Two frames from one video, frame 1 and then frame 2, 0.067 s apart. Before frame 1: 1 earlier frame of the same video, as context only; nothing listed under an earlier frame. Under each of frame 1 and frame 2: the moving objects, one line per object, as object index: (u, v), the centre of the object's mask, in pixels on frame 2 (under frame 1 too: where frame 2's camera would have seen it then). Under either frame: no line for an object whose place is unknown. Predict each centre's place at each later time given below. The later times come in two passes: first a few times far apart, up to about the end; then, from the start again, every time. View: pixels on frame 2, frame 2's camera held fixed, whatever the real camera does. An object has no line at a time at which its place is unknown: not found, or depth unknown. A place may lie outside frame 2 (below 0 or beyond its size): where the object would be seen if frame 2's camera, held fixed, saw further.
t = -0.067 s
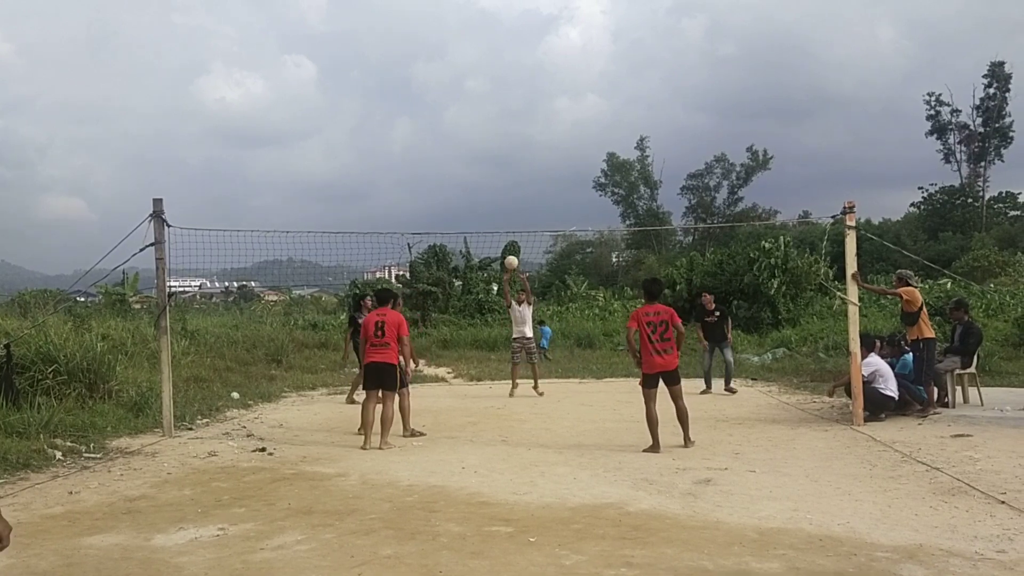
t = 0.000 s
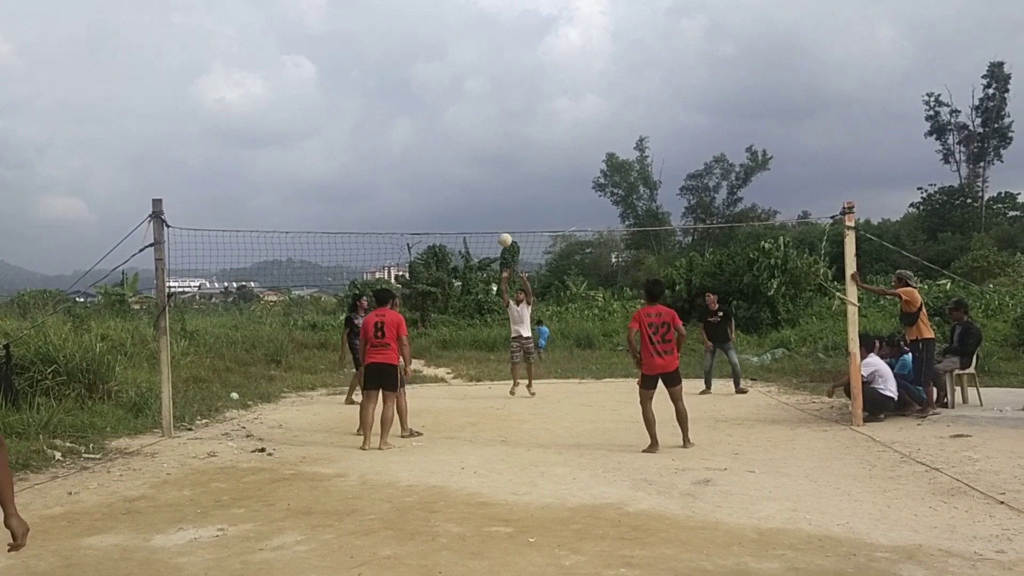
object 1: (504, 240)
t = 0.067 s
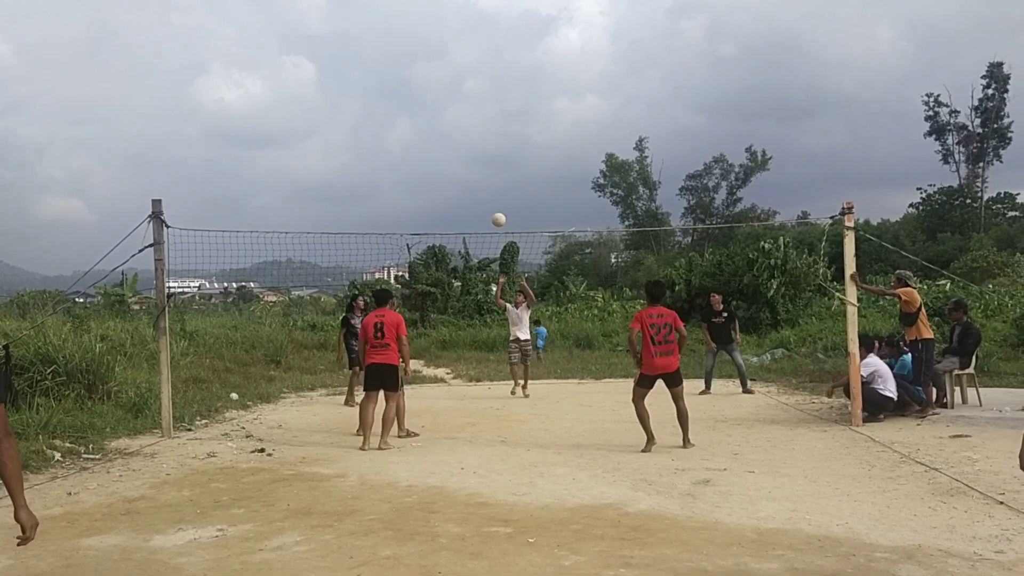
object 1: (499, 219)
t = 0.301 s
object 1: (477, 167)
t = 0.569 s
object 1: (452, 149)
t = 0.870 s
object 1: (421, 191)
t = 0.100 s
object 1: (496, 209)
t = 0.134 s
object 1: (493, 201)
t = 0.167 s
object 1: (489, 193)
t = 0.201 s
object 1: (487, 186)
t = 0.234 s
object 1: (484, 179)
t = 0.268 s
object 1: (481, 173)
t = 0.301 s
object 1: (477, 167)
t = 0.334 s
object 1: (474, 162)
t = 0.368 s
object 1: (471, 158)
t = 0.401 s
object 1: (468, 155)
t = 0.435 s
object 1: (465, 152)
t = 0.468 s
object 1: (462, 150)
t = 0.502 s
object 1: (459, 149)
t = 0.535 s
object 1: (455, 148)
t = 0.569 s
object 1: (452, 149)
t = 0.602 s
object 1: (449, 150)
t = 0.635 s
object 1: (445, 152)
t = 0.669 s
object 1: (442, 155)
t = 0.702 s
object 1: (439, 159)
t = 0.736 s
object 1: (435, 163)
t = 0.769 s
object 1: (432, 169)
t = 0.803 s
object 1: (428, 175)
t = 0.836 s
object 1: (425, 182)
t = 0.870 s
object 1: (421, 191)
